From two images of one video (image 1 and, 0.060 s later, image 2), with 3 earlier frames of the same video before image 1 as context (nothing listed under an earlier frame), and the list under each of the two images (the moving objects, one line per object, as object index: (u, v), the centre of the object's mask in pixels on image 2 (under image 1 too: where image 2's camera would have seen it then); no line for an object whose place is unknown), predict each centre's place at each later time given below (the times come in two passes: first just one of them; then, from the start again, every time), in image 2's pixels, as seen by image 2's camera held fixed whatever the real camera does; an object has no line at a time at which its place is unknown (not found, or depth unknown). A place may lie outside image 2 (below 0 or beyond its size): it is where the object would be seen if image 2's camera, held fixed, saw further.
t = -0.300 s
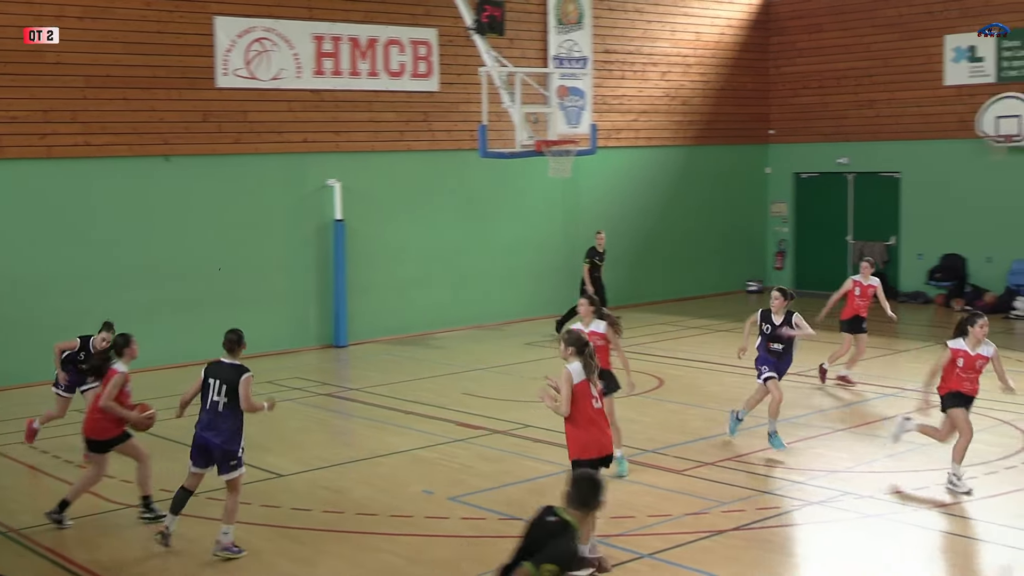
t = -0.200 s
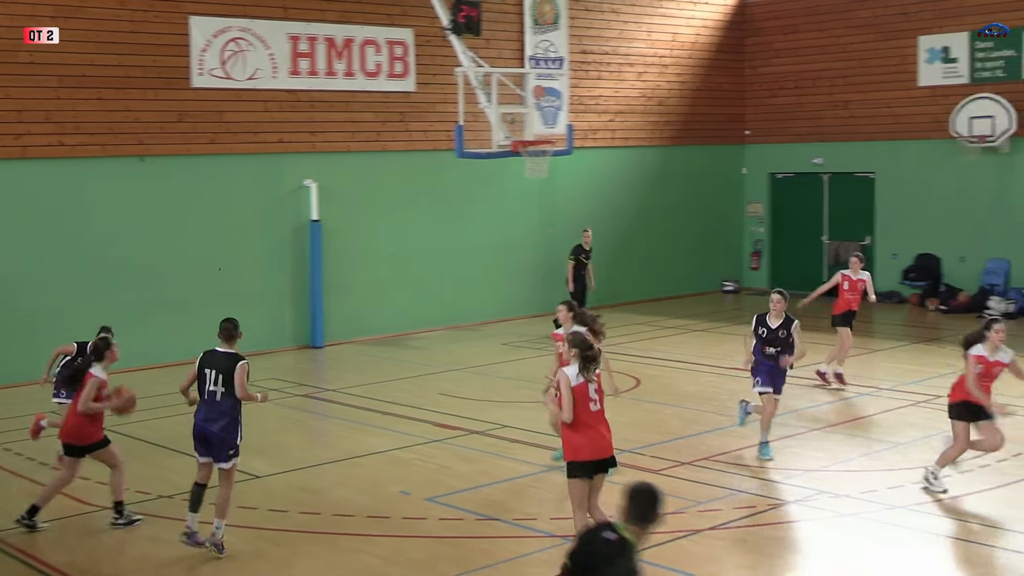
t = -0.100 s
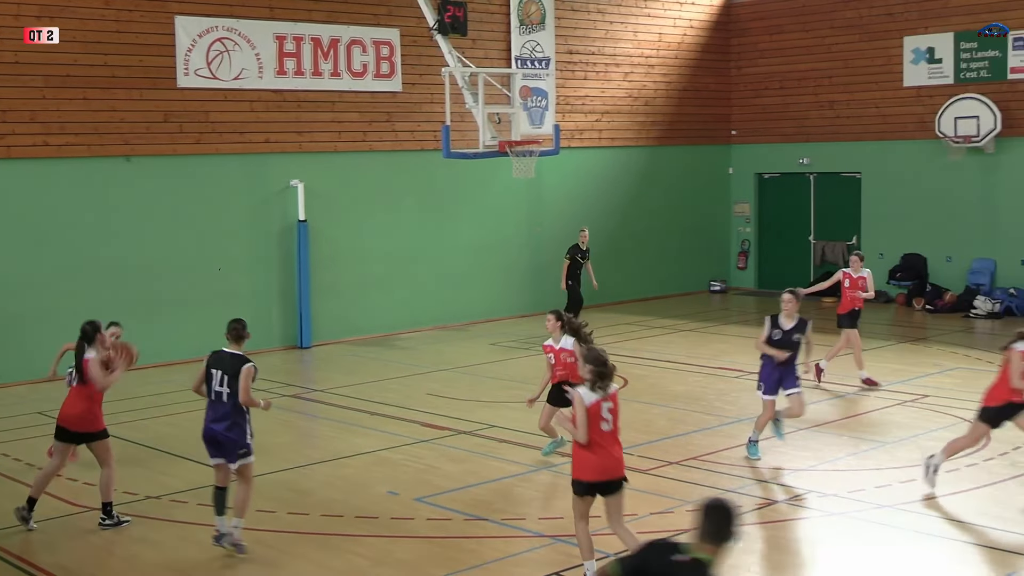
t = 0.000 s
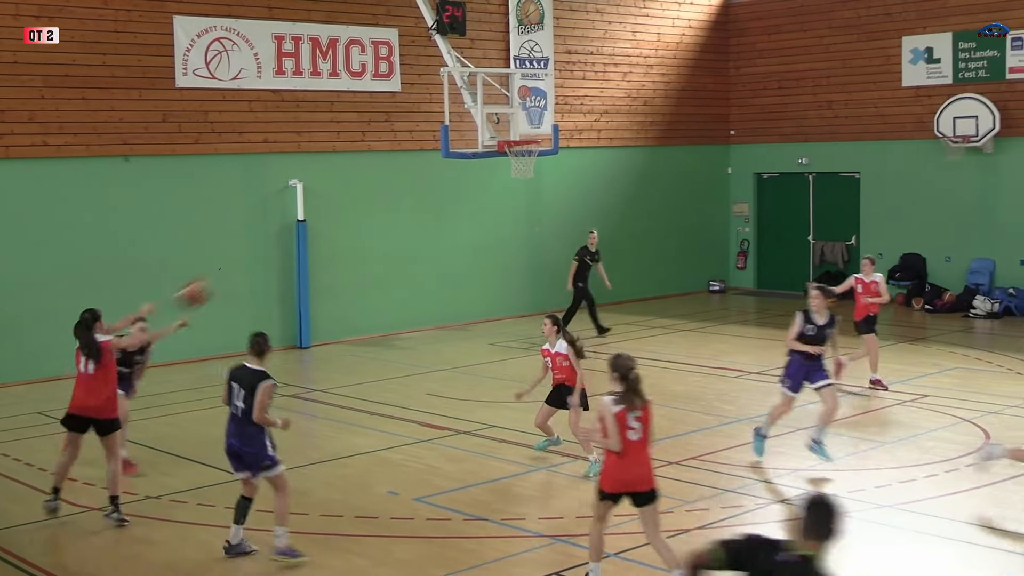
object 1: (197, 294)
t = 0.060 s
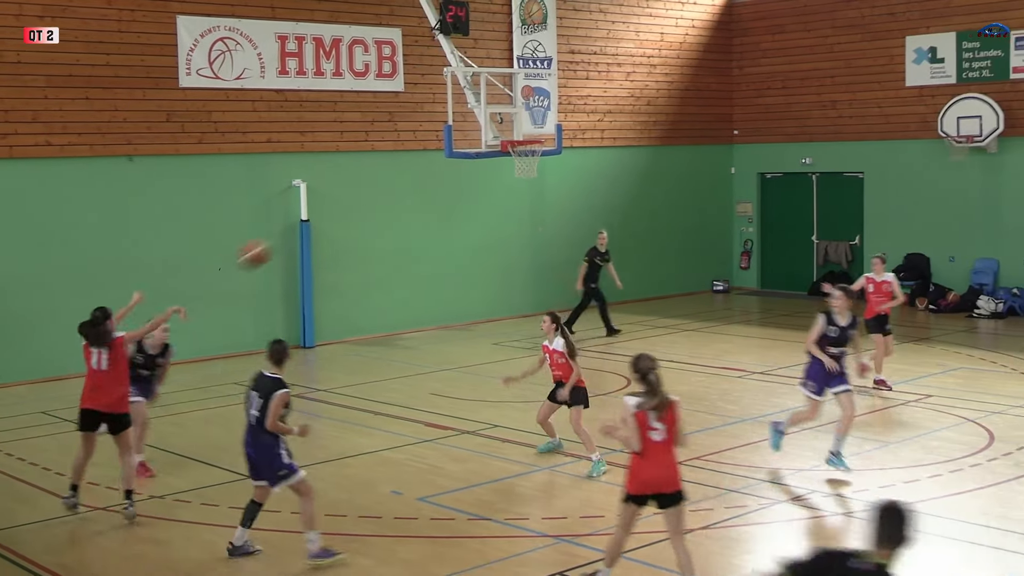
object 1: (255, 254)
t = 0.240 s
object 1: (416, 166)
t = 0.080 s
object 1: (273, 241)
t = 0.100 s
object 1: (292, 230)
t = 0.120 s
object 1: (310, 219)
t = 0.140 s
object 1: (328, 209)
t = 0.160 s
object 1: (346, 199)
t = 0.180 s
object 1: (365, 190)
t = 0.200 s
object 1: (383, 180)
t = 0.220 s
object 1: (400, 173)
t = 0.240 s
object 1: (416, 166)
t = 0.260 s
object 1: (433, 158)
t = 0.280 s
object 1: (450, 152)
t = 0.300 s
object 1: (465, 145)
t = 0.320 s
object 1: (483, 141)
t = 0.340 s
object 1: (497, 134)
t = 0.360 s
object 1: (513, 129)
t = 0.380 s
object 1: (530, 127)
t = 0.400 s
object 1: (546, 123)
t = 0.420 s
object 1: (561, 119)
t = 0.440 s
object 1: (576, 116)
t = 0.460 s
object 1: (590, 115)
